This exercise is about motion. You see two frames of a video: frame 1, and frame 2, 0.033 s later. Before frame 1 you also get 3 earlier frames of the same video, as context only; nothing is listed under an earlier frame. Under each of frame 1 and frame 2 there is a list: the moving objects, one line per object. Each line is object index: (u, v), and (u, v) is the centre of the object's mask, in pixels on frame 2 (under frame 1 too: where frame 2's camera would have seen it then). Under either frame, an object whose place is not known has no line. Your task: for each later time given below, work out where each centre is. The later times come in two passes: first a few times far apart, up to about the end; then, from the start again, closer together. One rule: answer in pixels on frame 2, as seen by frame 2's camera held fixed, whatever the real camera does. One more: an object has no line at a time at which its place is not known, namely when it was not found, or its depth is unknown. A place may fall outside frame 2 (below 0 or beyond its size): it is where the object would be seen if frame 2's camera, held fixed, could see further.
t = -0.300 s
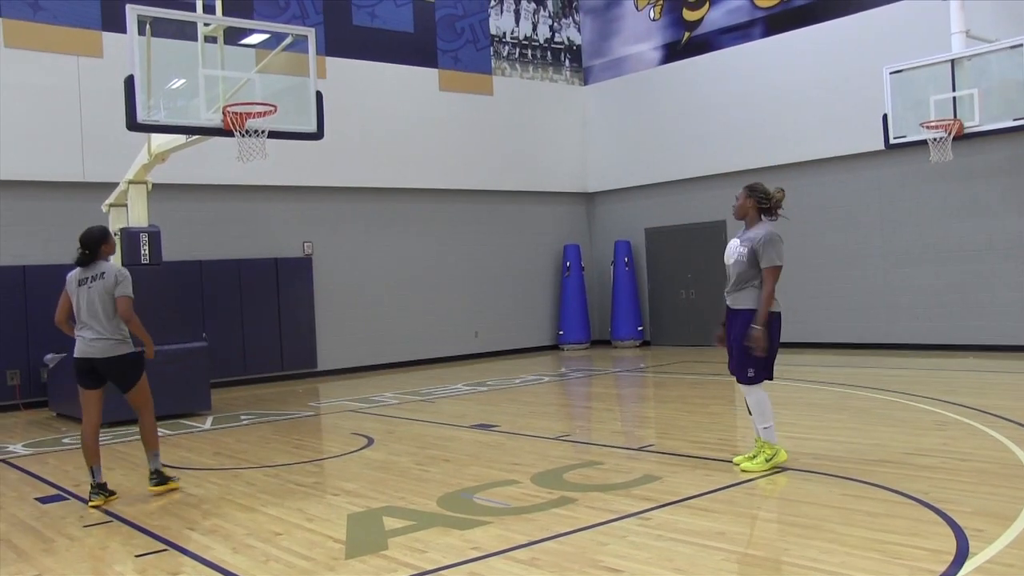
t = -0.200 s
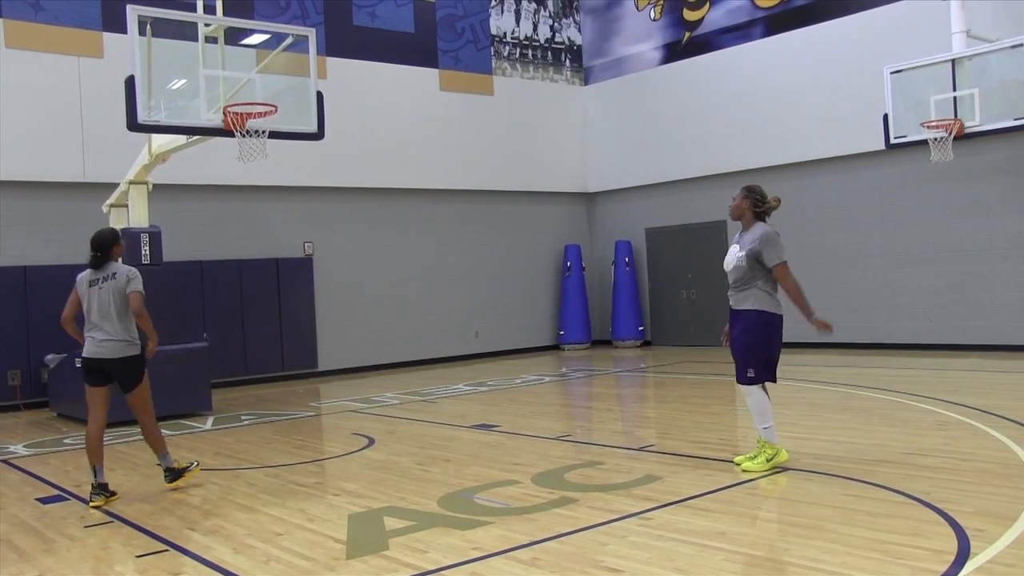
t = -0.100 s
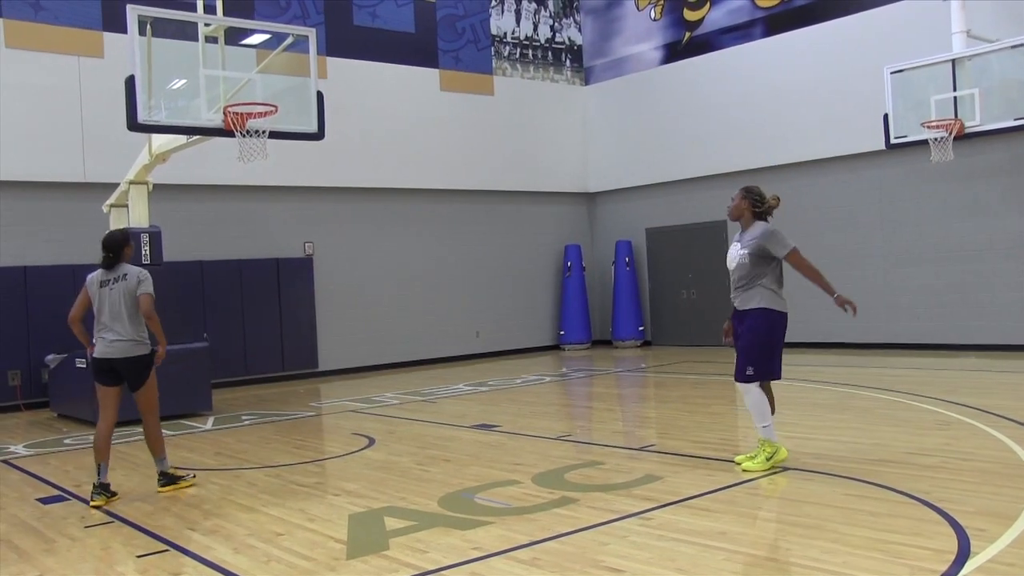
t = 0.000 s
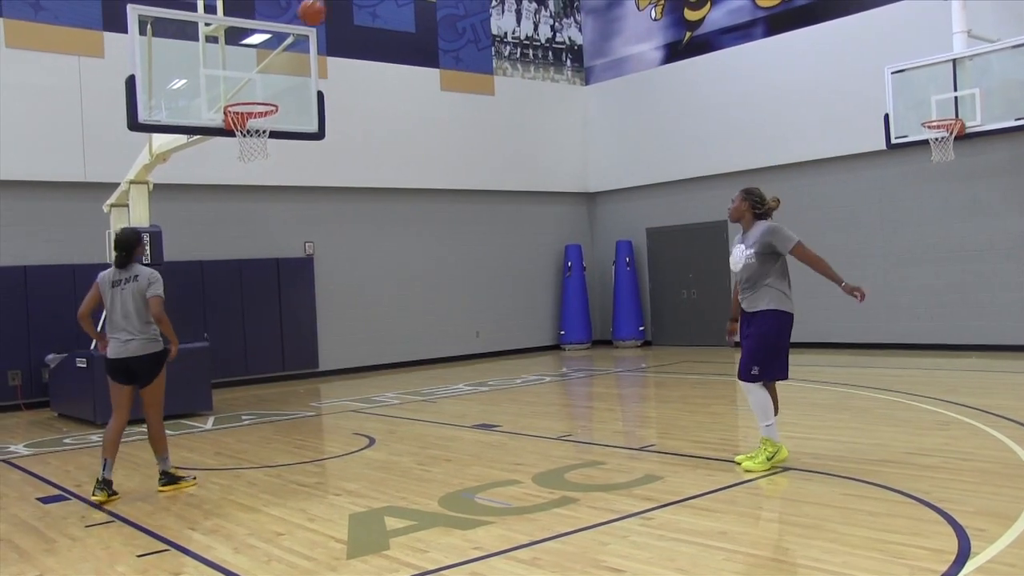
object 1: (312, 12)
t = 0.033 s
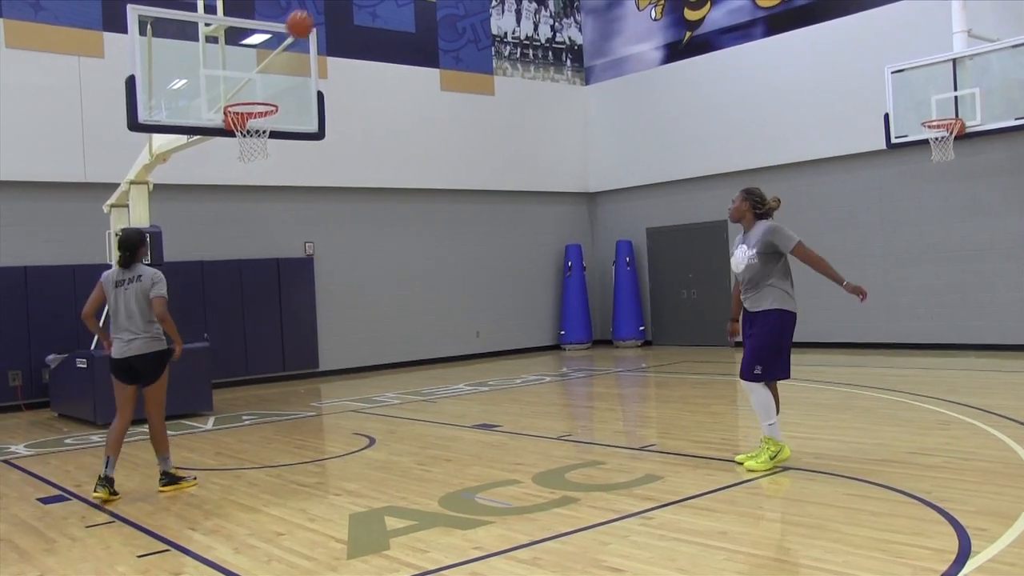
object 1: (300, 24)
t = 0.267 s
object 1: (243, 130)
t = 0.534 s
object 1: (293, 205)
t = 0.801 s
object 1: (342, 339)
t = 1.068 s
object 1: (382, 350)
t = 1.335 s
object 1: (420, 273)
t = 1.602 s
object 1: (460, 266)
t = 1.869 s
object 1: (505, 332)
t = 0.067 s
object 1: (287, 38)
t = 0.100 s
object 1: (275, 52)
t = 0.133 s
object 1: (263, 68)
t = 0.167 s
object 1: (252, 84)
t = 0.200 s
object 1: (242, 99)
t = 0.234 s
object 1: (239, 118)
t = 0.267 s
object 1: (243, 130)
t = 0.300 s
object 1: (250, 142)
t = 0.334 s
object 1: (257, 151)
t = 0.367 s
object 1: (262, 155)
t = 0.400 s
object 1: (268, 163)
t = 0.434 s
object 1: (274, 172)
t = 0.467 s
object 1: (280, 182)
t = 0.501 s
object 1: (287, 193)
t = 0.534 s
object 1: (293, 205)
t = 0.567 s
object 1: (299, 219)
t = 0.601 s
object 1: (305, 232)
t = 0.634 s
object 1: (311, 248)
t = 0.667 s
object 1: (317, 263)
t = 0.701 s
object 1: (323, 281)
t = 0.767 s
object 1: (336, 319)
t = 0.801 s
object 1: (342, 339)
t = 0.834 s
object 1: (348, 360)
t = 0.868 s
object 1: (354, 380)
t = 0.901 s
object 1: (360, 404)
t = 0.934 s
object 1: (366, 414)
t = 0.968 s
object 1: (370, 396)
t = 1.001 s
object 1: (374, 379)
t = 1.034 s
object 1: (378, 365)
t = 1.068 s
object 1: (382, 350)
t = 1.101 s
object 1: (387, 337)
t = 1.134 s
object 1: (391, 324)
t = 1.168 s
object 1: (396, 313)
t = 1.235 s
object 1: (405, 293)
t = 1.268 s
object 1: (410, 286)
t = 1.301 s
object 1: (414, 279)
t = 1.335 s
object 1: (420, 273)
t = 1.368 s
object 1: (424, 268)
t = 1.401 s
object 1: (429, 265)
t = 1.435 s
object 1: (434, 263)
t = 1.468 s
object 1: (439, 261)
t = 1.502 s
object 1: (444, 261)
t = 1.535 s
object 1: (450, 261)
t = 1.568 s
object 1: (455, 264)
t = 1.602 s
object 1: (460, 266)
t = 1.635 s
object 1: (466, 271)
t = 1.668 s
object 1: (471, 276)
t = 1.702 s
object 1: (477, 282)
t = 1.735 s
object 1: (482, 290)
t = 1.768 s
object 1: (488, 299)
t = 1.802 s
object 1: (494, 309)
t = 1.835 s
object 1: (500, 320)
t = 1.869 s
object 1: (505, 332)
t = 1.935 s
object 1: (516, 360)
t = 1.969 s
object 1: (522, 376)
